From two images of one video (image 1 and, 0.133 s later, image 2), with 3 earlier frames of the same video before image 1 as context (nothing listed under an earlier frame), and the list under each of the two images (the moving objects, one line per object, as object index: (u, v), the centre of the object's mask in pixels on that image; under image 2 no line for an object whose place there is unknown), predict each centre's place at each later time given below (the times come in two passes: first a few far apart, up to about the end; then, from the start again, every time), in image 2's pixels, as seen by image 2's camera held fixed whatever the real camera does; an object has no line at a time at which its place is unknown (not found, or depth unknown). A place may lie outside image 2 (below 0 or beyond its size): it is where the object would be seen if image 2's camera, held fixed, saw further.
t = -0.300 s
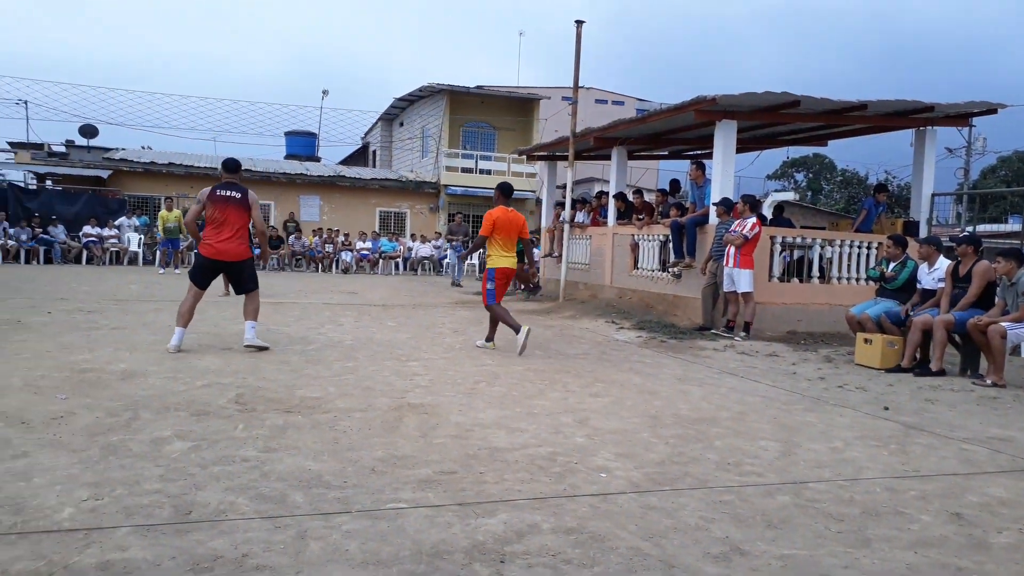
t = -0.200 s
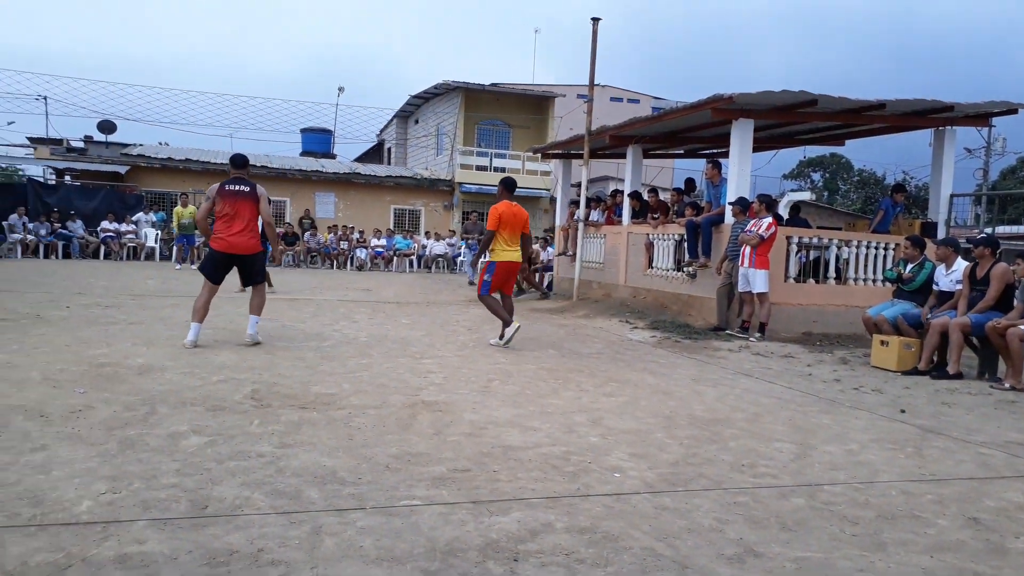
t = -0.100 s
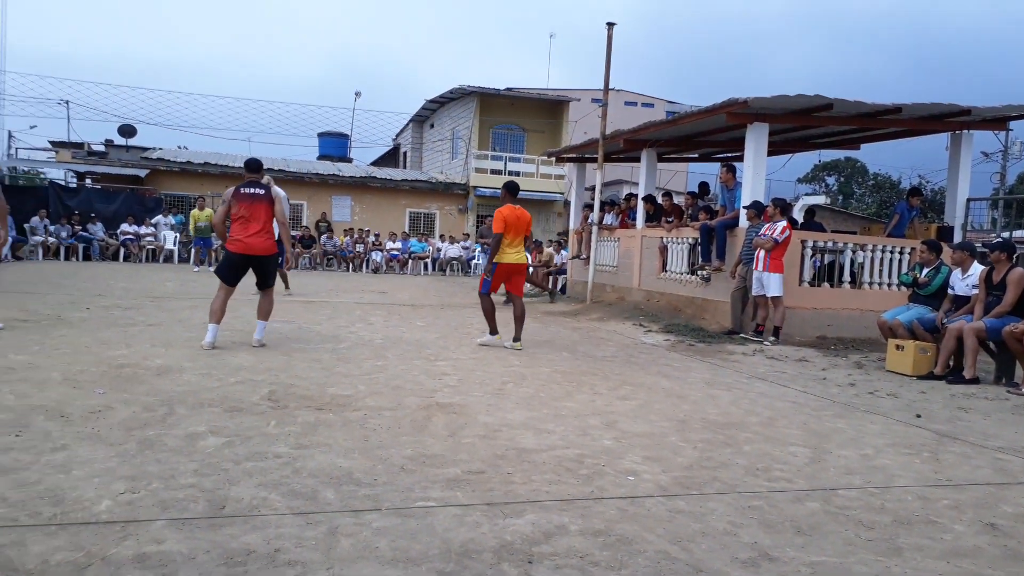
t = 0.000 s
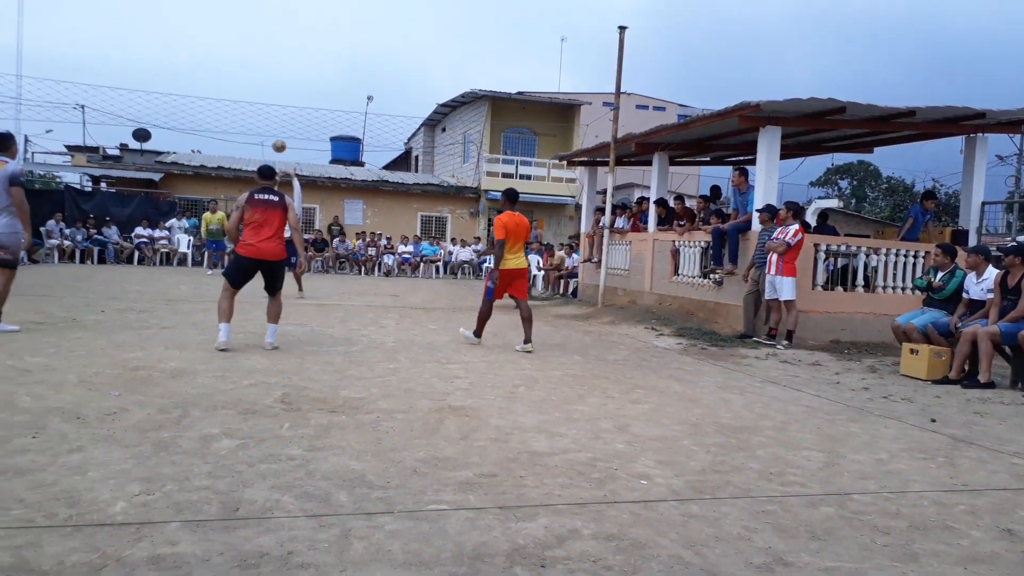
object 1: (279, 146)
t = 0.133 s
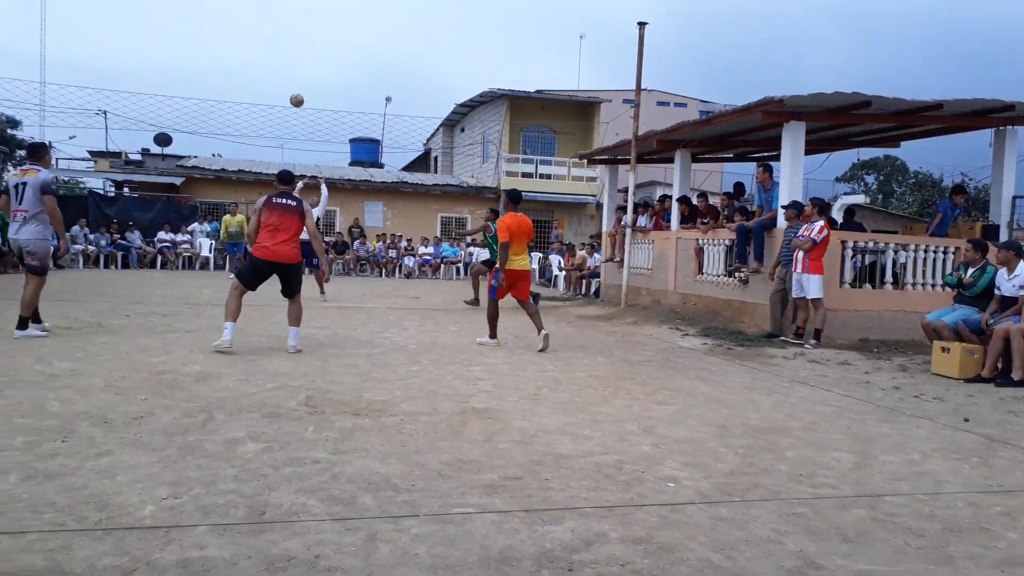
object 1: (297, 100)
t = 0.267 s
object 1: (295, 63)
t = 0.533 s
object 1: (293, 21)
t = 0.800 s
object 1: (289, 24)
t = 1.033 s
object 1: (284, 68)
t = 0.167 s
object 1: (296, 90)
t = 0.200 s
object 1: (296, 80)
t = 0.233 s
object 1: (296, 71)
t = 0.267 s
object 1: (295, 63)
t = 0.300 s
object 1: (295, 55)
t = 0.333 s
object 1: (295, 48)
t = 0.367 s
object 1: (294, 41)
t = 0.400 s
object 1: (294, 36)
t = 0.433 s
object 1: (294, 31)
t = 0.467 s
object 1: (293, 27)
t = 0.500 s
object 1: (293, 24)
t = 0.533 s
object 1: (293, 21)
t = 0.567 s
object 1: (292, 18)
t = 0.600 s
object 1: (291, 17)
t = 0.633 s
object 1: (291, 16)
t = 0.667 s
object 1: (290, 16)
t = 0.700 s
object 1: (290, 17)
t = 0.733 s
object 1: (290, 19)
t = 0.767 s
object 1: (289, 21)
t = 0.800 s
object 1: (289, 24)
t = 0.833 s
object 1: (288, 28)
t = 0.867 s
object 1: (288, 33)
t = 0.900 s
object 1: (287, 39)
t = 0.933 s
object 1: (286, 45)
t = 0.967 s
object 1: (285, 52)
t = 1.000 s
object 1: (284, 60)
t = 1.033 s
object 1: (284, 68)
